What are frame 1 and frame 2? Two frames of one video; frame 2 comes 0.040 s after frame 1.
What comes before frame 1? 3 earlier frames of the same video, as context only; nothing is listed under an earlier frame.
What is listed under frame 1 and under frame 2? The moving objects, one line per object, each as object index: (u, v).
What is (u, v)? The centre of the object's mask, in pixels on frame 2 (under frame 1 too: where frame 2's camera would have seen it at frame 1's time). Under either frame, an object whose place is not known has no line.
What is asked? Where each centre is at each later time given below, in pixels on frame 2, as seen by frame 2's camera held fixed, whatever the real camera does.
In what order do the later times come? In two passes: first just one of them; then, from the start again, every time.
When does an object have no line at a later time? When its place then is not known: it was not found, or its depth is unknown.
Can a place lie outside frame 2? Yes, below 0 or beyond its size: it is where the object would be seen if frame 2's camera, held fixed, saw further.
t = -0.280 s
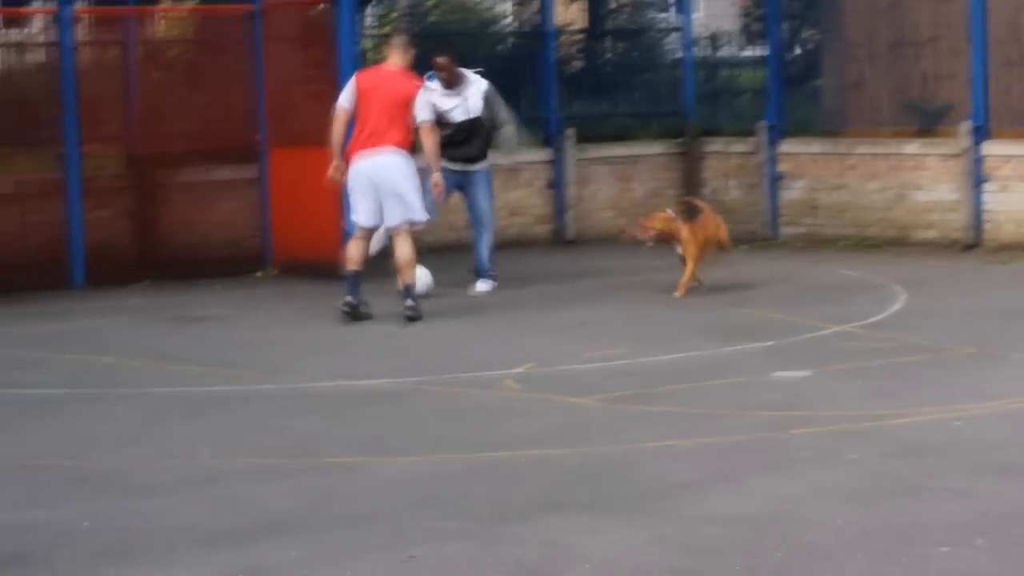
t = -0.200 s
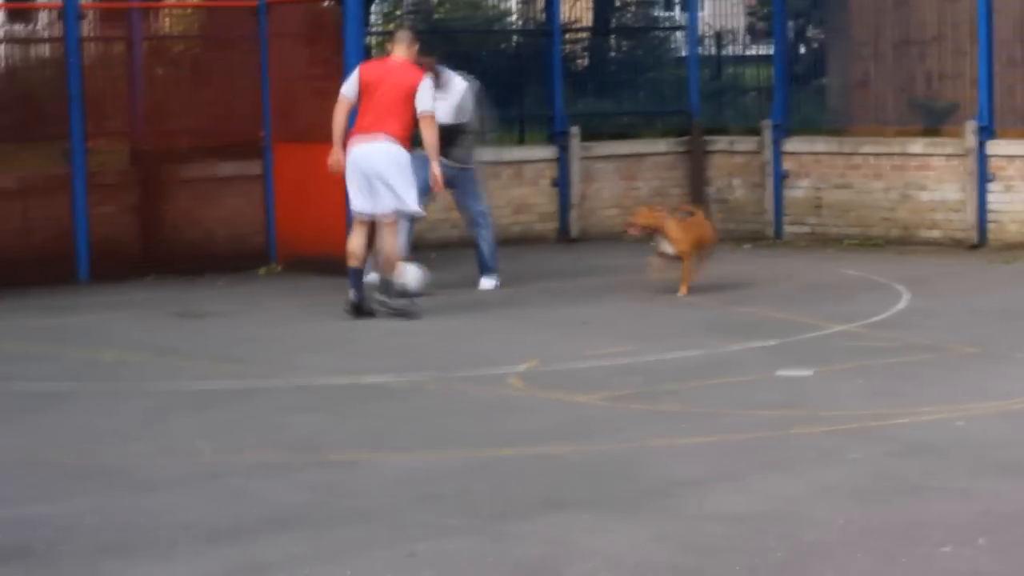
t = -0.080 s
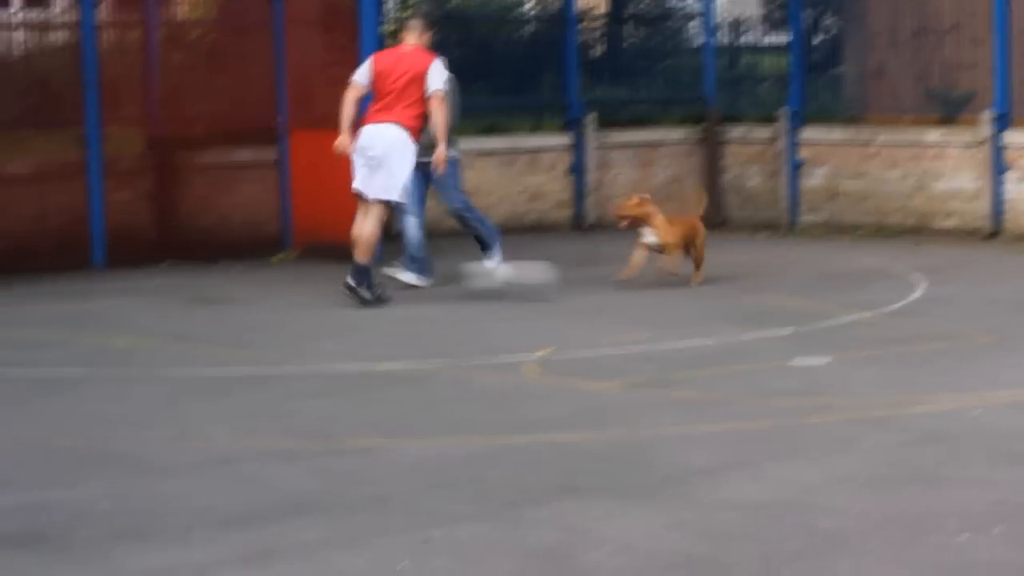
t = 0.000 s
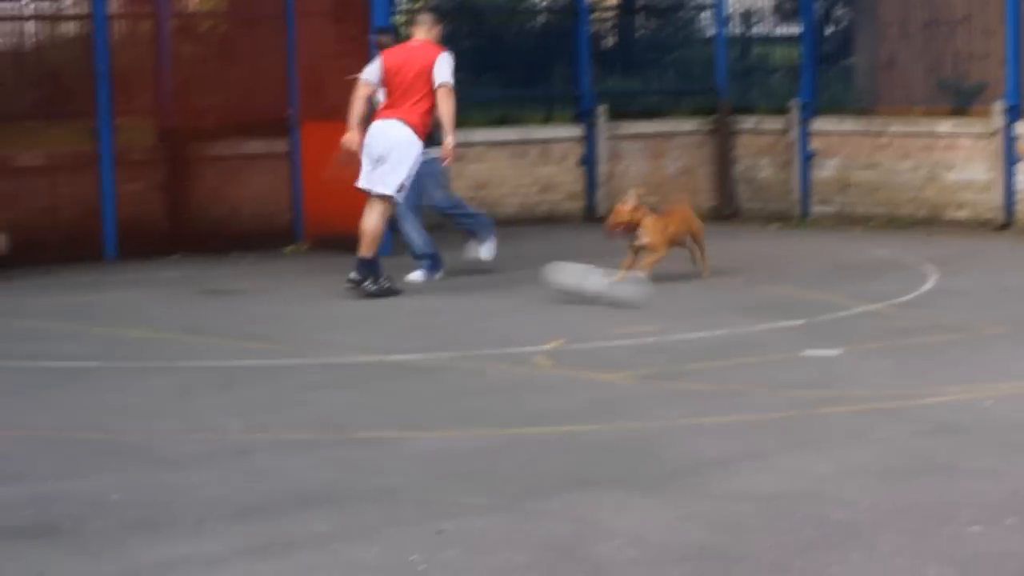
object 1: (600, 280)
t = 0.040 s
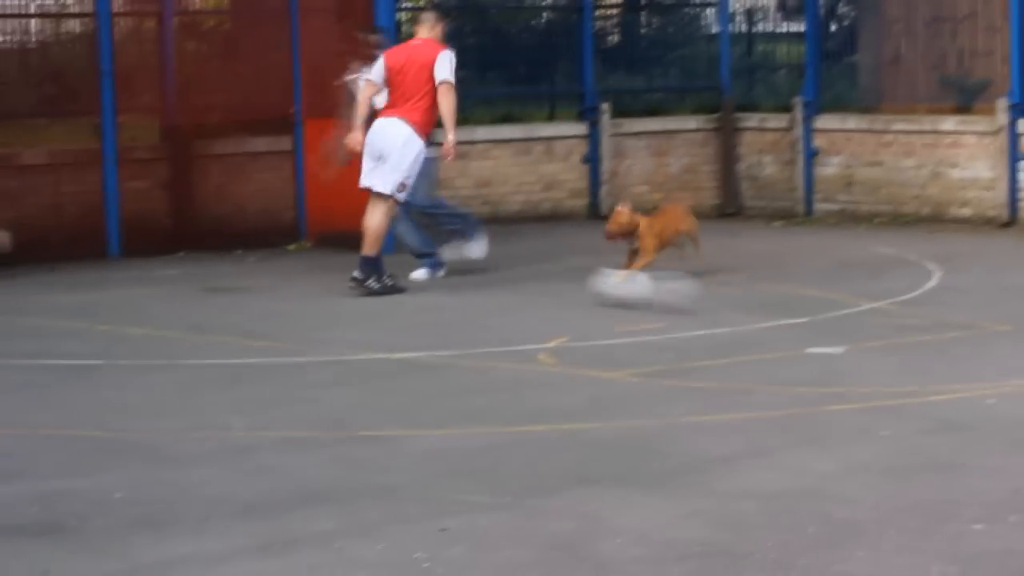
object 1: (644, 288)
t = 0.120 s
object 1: (731, 302)
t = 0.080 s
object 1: (688, 294)
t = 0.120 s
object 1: (731, 302)
